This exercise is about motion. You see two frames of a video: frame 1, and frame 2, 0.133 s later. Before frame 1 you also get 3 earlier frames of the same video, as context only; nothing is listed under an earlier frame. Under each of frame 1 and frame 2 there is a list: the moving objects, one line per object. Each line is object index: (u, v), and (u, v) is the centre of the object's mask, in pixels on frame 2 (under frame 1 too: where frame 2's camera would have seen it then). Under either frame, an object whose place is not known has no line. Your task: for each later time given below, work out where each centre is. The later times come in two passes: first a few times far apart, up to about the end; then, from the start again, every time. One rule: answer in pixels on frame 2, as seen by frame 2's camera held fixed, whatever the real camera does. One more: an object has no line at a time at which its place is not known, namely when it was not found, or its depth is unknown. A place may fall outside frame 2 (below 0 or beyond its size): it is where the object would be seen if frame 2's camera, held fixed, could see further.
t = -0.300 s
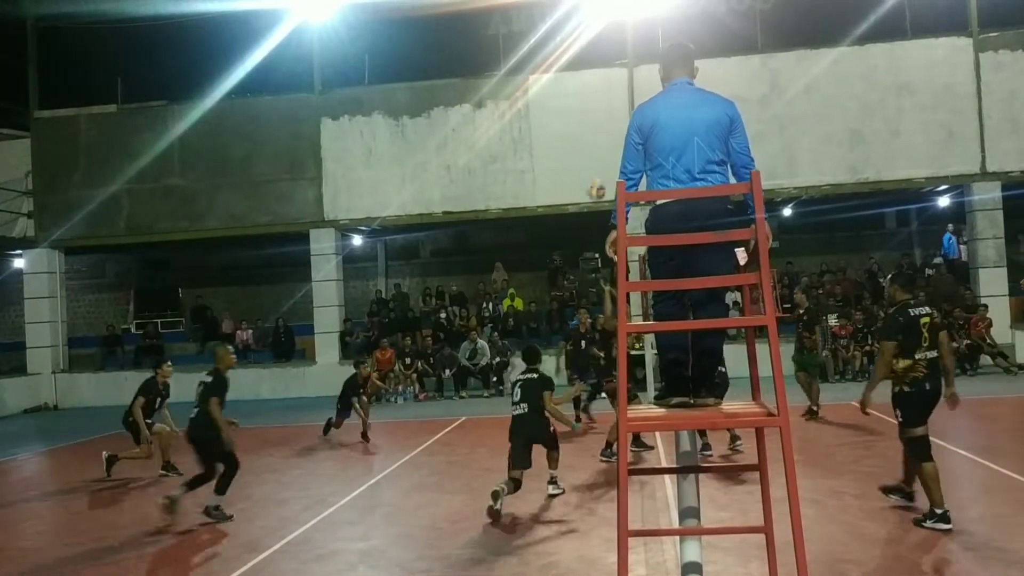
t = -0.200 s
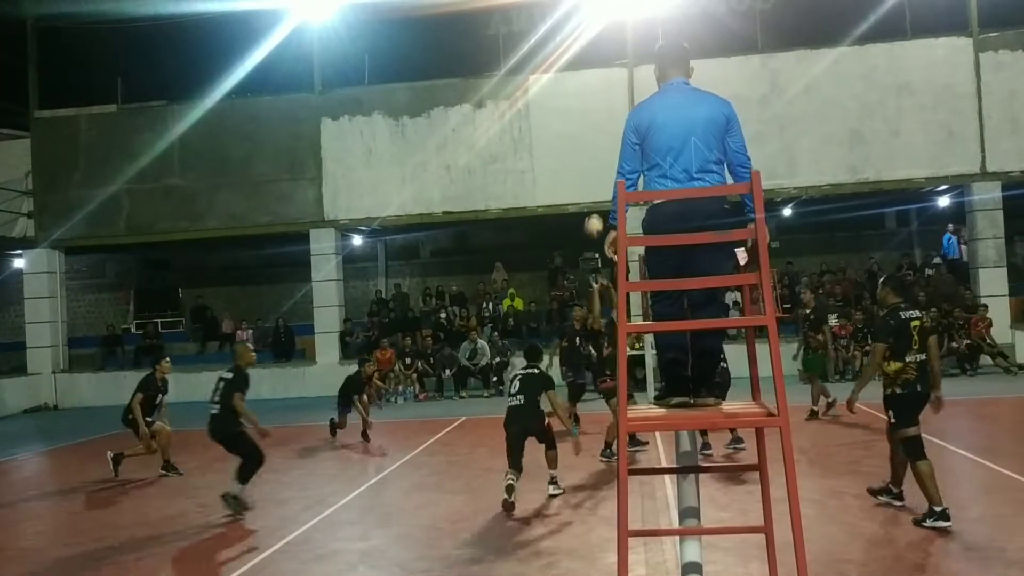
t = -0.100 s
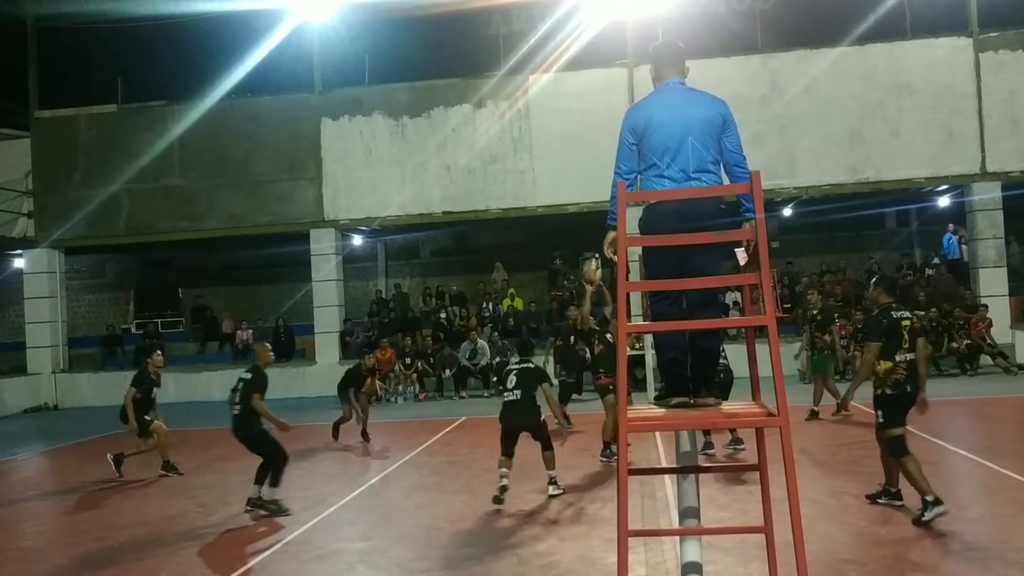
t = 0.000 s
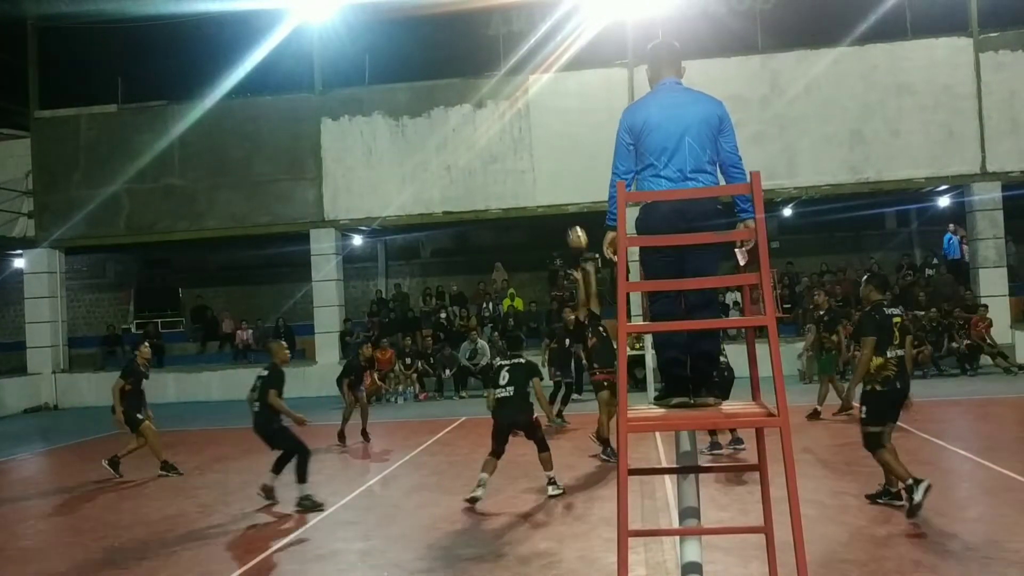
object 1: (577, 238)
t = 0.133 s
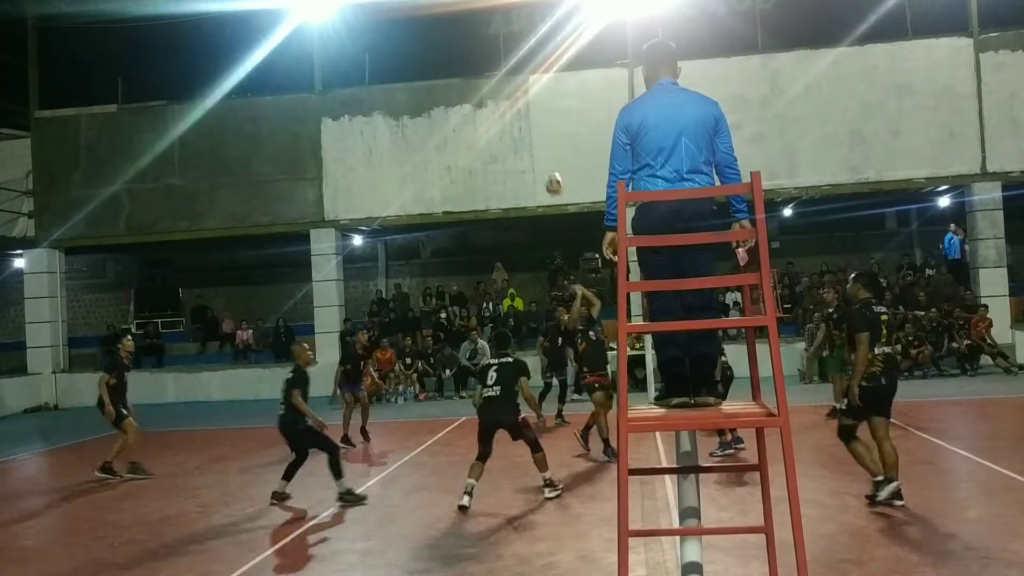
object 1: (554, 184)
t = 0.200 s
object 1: (544, 163)
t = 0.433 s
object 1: (506, 118)
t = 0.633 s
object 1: (474, 119)
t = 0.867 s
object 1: (437, 170)
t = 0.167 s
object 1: (549, 173)
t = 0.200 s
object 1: (544, 163)
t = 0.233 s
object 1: (538, 154)
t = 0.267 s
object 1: (533, 145)
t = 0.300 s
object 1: (528, 138)
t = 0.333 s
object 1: (522, 131)
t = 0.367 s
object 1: (517, 126)
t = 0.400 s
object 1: (512, 121)
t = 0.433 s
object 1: (506, 118)
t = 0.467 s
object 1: (501, 115)
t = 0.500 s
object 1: (496, 114)
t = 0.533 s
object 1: (489, 113)
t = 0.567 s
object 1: (485, 113)
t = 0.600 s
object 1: (480, 116)
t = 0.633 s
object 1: (474, 119)
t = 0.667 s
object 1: (468, 122)
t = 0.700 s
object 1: (463, 128)
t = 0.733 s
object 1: (458, 134)
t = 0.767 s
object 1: (453, 141)
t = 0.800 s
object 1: (448, 149)
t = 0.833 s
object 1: (442, 159)
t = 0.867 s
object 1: (437, 170)
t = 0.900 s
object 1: (432, 182)
